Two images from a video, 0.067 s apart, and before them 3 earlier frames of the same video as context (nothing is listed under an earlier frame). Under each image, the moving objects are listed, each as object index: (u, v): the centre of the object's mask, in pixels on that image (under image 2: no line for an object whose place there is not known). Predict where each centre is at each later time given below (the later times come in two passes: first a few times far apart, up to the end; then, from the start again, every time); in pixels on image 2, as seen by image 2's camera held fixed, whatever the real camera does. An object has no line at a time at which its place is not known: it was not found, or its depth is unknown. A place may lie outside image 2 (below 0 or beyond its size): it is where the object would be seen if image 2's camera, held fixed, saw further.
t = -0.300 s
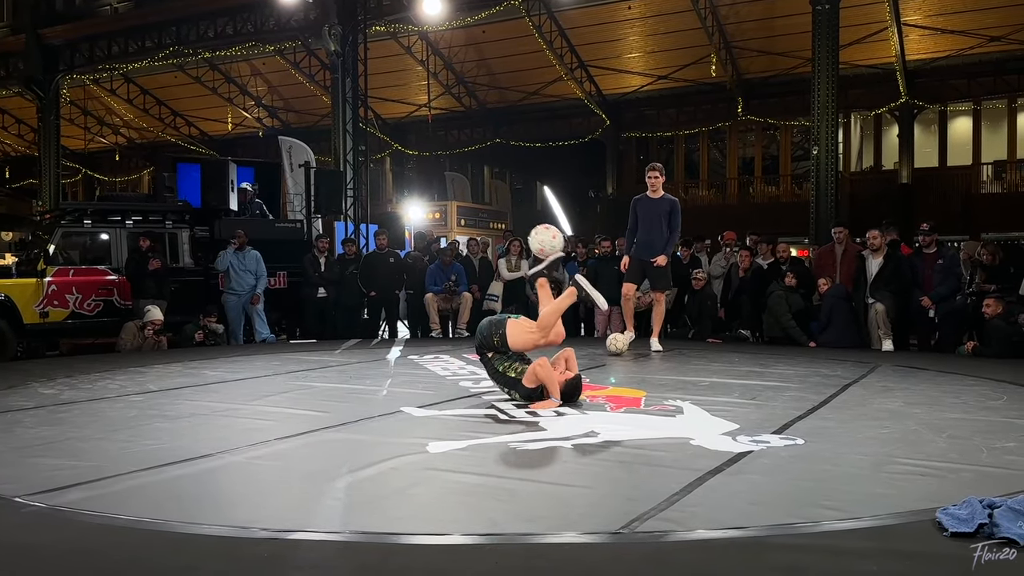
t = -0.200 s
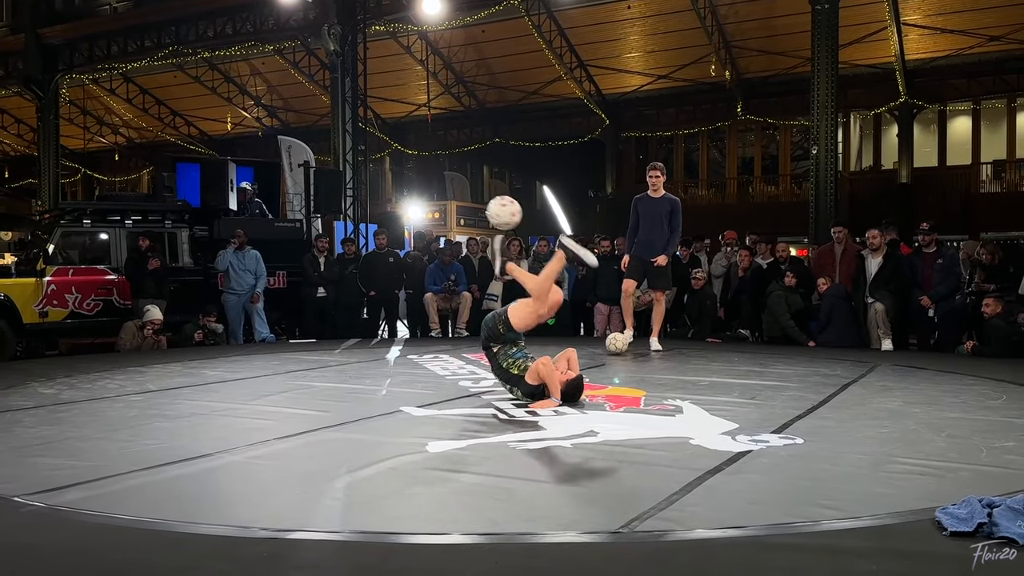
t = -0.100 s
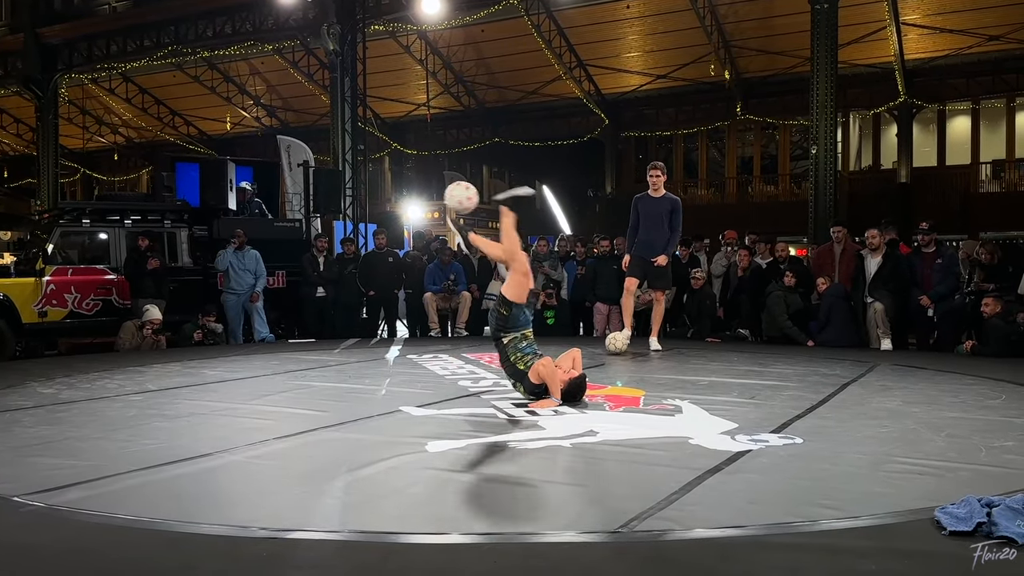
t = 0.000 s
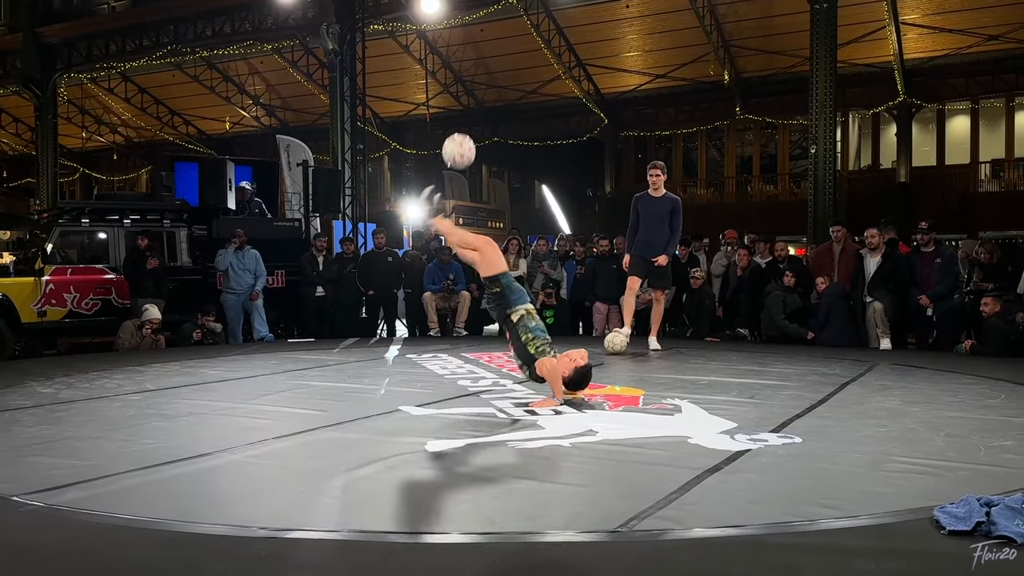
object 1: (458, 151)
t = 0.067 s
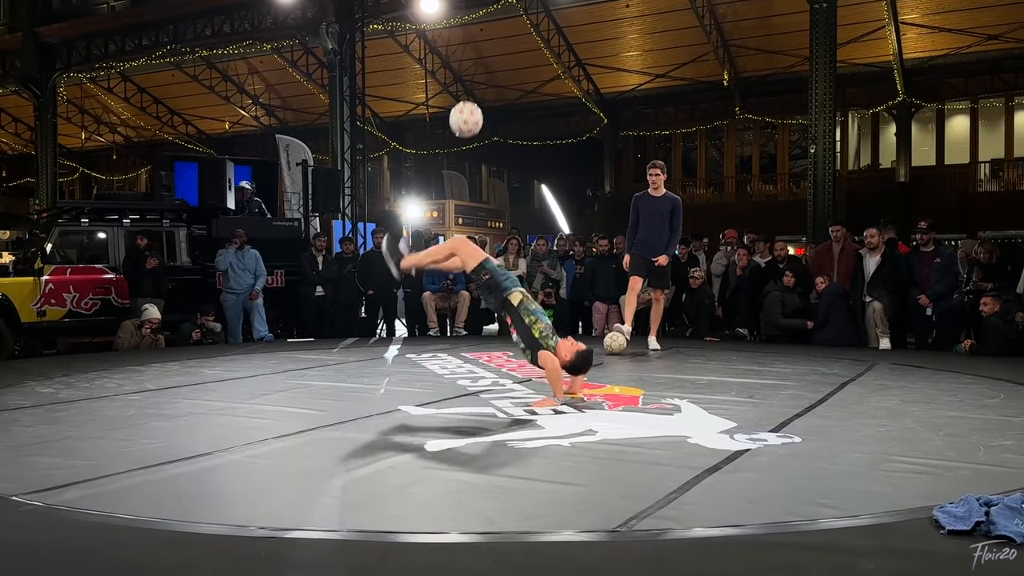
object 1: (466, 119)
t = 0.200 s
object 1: (481, 75)
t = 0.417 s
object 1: (509, 58)
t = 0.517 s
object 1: (523, 76)
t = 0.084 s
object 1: (468, 112)
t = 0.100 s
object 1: (470, 105)
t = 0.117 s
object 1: (472, 99)
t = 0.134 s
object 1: (473, 94)
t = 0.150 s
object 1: (475, 88)
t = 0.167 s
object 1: (477, 83)
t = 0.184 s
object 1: (479, 79)
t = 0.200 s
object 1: (481, 75)
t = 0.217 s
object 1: (483, 71)
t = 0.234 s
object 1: (486, 67)
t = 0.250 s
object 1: (488, 64)
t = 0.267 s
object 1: (490, 62)
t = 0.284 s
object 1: (492, 60)
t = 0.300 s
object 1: (494, 58)
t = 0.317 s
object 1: (496, 57)
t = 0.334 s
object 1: (498, 56)
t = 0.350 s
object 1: (500, 55)
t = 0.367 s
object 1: (503, 55)
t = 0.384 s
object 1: (505, 56)
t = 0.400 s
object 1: (507, 57)
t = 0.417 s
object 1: (509, 58)
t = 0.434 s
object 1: (511, 60)
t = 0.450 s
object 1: (514, 62)
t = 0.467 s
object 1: (516, 65)
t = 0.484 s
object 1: (518, 68)
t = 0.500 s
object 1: (520, 72)
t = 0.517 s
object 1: (523, 76)
